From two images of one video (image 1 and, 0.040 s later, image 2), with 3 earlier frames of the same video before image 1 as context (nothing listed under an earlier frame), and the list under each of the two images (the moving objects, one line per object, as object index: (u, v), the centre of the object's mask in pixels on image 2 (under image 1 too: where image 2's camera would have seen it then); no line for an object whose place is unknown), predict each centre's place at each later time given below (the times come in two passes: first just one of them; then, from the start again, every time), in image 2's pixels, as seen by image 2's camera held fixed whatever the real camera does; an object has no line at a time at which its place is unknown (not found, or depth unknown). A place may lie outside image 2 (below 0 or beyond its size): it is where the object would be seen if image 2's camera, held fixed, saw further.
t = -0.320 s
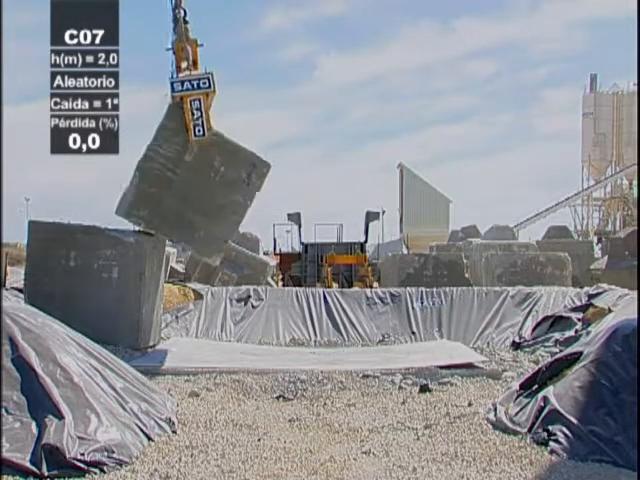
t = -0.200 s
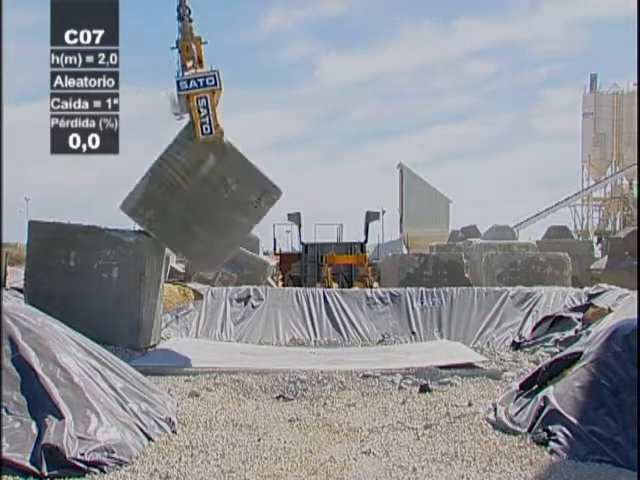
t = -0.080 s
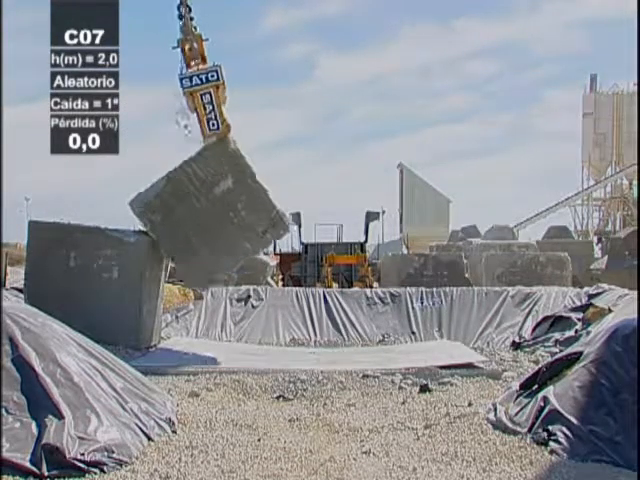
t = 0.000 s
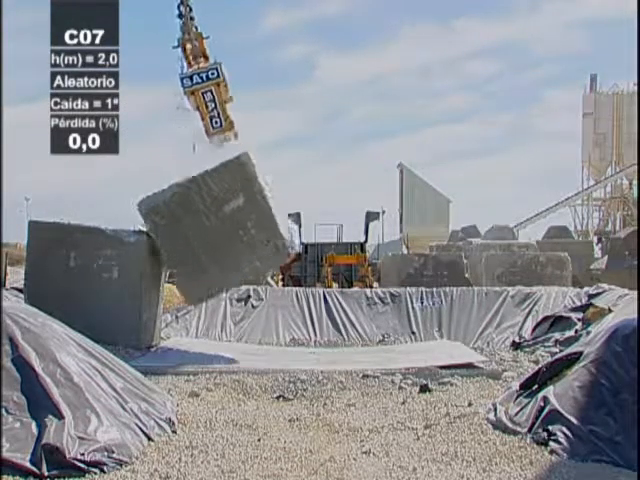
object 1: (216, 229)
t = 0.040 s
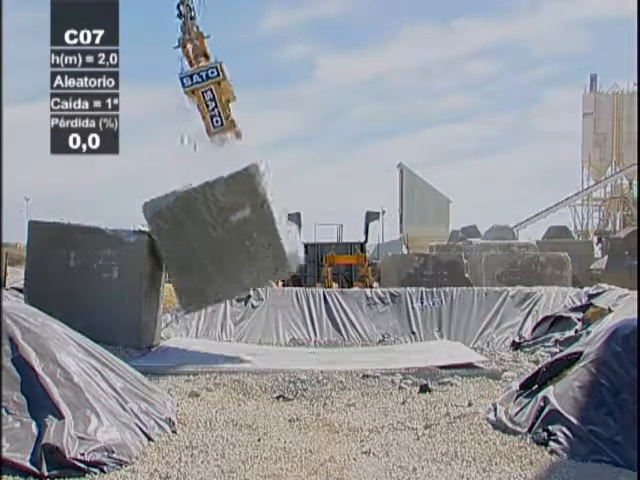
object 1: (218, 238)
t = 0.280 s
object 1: (236, 298)
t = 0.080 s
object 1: (220, 248)
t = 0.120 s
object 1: (223, 260)
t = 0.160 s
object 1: (234, 272)
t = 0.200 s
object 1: (228, 285)
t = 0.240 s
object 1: (231, 296)
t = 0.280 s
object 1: (236, 298)
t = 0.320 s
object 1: (239, 295)
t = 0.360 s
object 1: (246, 285)
